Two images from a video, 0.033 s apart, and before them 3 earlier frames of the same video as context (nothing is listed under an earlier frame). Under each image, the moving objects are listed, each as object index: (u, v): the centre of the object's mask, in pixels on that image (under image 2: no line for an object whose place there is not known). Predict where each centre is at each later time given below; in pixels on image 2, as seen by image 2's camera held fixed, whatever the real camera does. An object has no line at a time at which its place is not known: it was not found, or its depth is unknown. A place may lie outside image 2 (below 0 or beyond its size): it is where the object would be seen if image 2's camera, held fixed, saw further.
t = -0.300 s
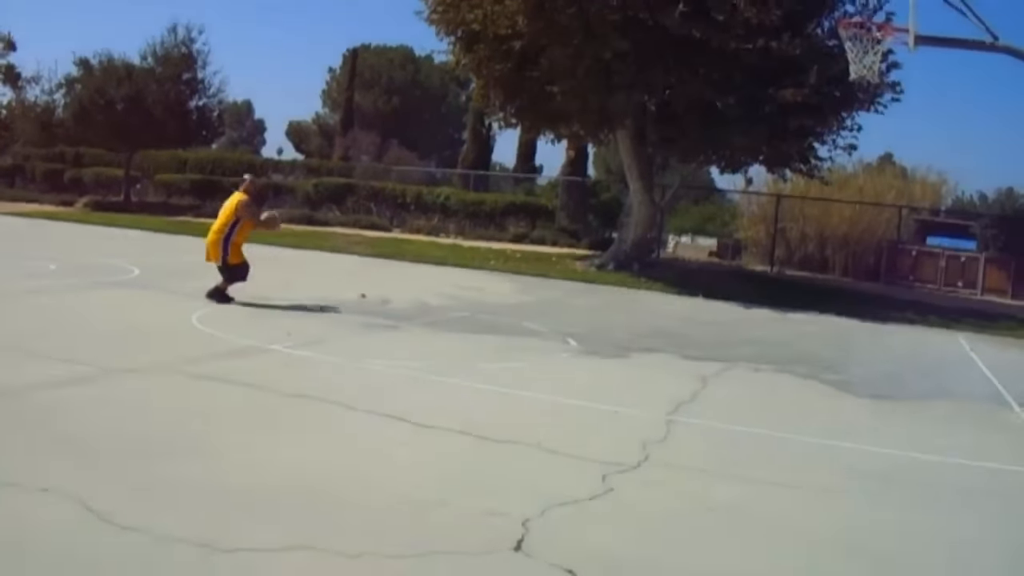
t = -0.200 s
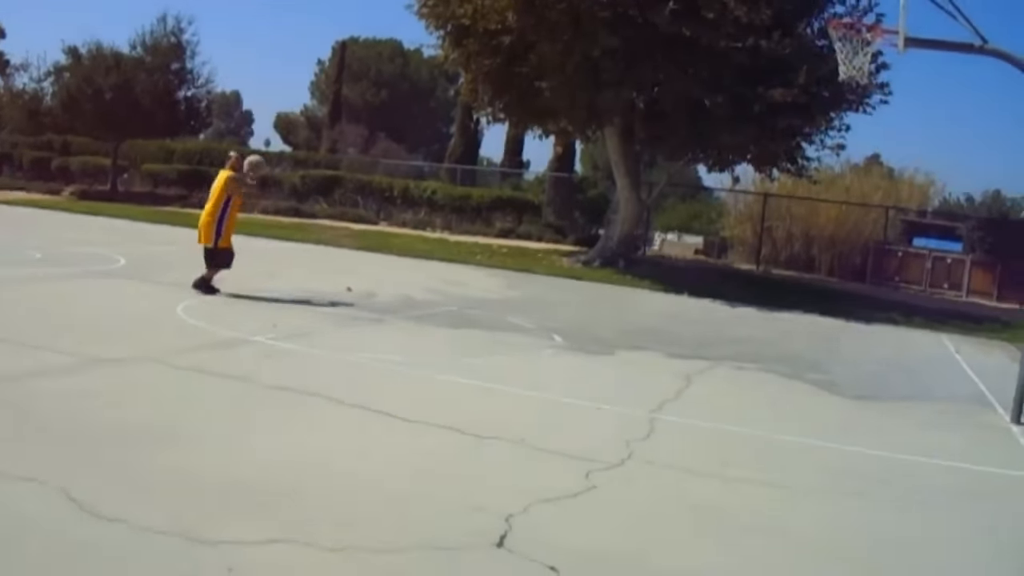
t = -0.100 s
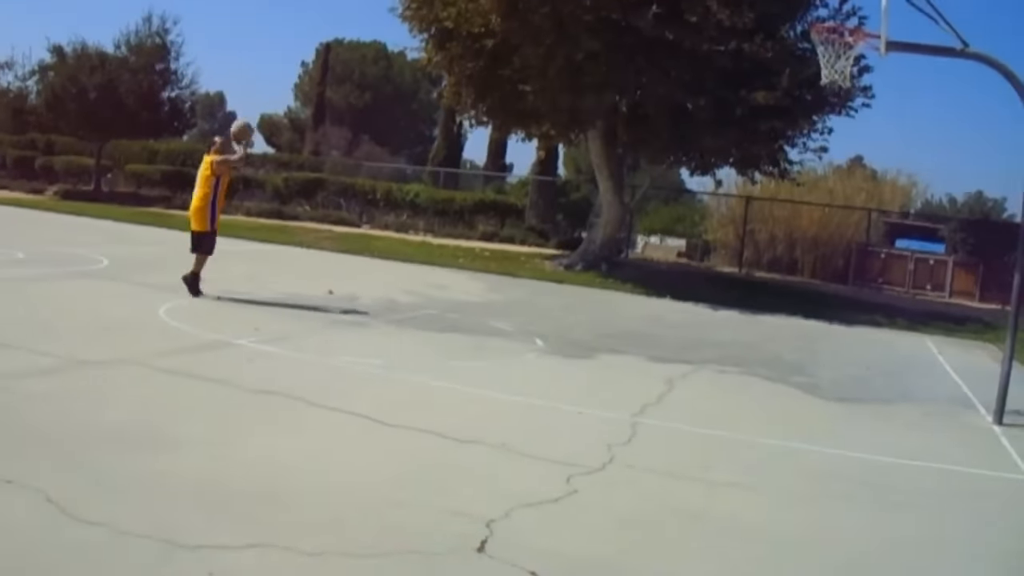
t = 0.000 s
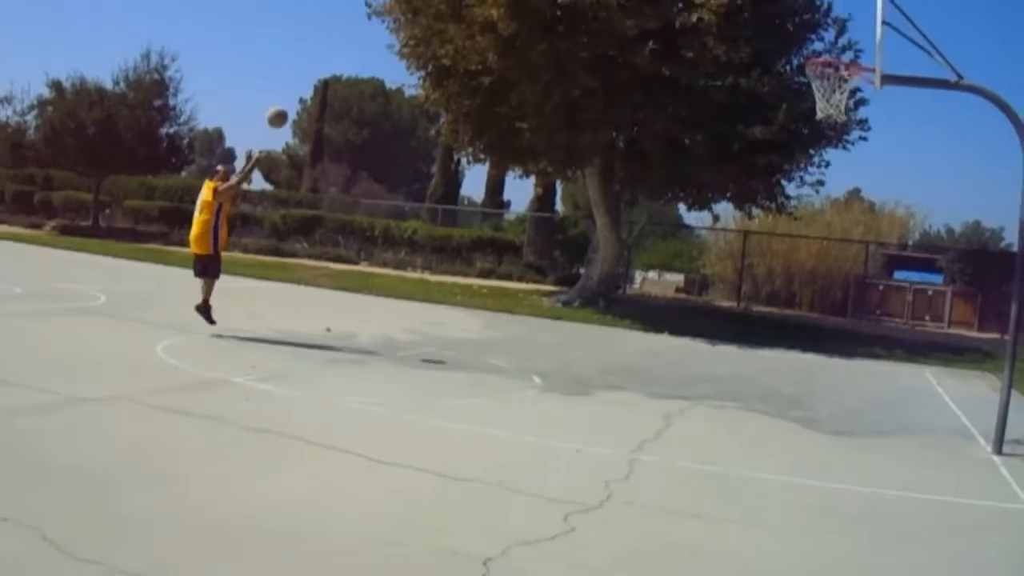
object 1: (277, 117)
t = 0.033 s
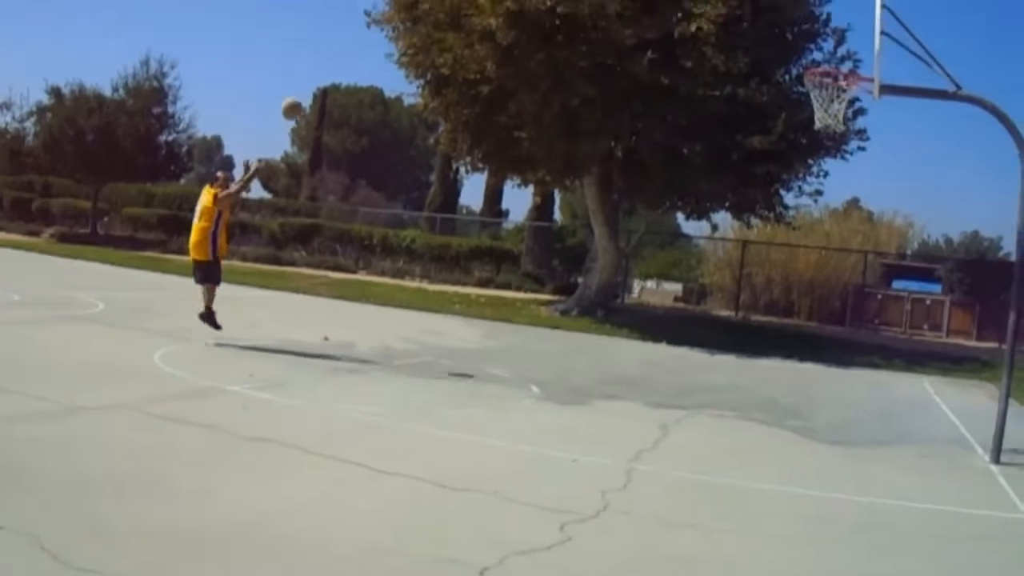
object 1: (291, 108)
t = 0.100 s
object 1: (323, 84)
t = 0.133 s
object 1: (338, 74)
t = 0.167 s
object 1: (354, 65)
